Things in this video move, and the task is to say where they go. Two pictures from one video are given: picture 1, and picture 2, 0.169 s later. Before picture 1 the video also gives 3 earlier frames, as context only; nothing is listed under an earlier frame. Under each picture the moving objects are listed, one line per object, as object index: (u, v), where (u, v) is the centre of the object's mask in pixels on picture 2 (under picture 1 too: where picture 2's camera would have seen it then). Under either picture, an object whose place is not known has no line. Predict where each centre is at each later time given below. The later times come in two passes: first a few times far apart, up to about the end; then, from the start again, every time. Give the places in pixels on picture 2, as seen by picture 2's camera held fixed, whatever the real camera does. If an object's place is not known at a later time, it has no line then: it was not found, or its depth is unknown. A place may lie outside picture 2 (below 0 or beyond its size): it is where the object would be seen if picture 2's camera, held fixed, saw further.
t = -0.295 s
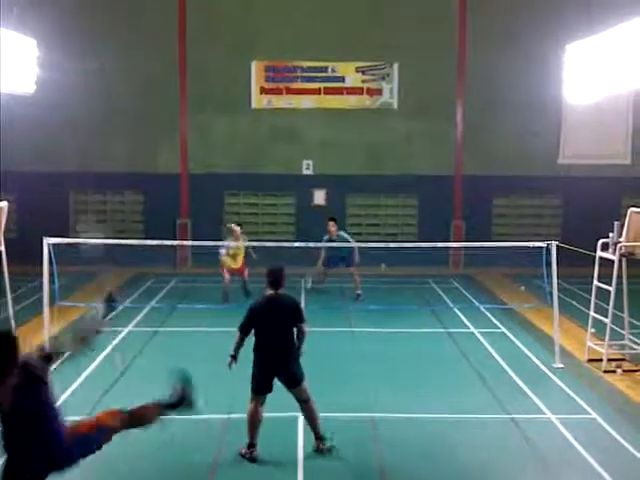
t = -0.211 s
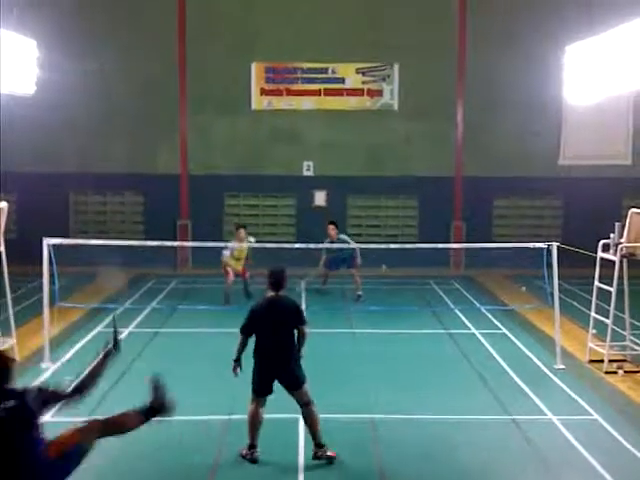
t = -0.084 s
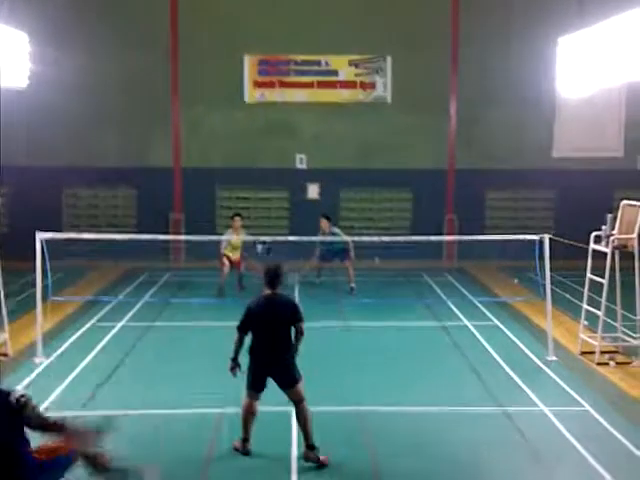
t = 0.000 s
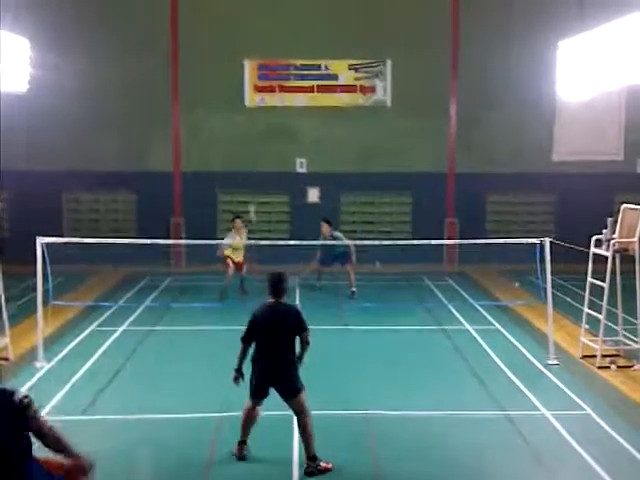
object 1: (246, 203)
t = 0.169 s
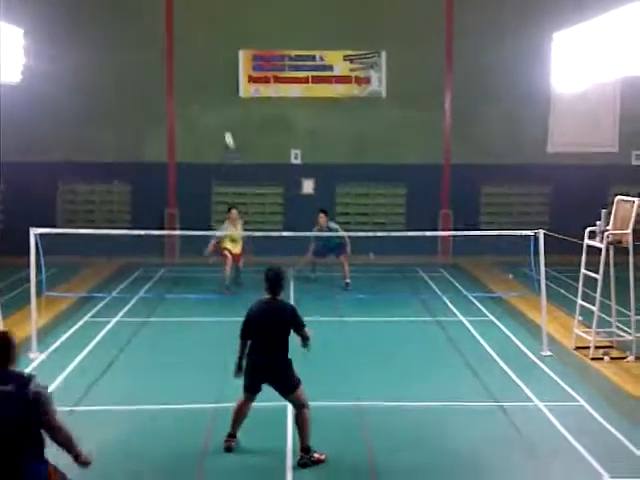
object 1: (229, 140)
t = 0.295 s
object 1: (217, 110)
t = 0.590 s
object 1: (185, 104)
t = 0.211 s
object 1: (226, 128)
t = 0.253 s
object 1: (221, 117)
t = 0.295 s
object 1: (217, 110)
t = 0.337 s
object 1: (213, 103)
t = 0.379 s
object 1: (208, 98)
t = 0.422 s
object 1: (204, 94)
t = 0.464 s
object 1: (199, 94)
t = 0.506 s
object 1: (195, 94)
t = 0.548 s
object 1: (189, 100)
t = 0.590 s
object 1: (185, 104)
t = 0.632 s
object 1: (180, 111)
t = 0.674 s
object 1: (176, 121)
